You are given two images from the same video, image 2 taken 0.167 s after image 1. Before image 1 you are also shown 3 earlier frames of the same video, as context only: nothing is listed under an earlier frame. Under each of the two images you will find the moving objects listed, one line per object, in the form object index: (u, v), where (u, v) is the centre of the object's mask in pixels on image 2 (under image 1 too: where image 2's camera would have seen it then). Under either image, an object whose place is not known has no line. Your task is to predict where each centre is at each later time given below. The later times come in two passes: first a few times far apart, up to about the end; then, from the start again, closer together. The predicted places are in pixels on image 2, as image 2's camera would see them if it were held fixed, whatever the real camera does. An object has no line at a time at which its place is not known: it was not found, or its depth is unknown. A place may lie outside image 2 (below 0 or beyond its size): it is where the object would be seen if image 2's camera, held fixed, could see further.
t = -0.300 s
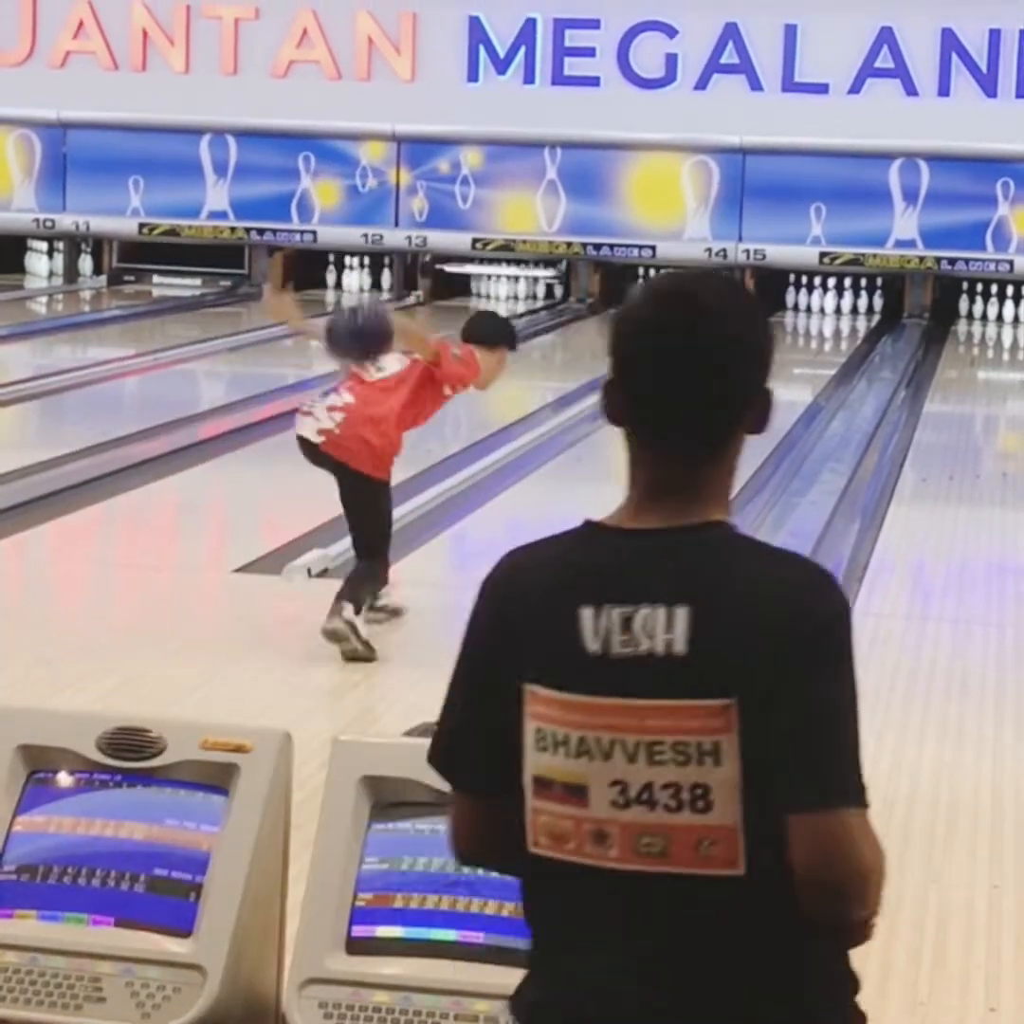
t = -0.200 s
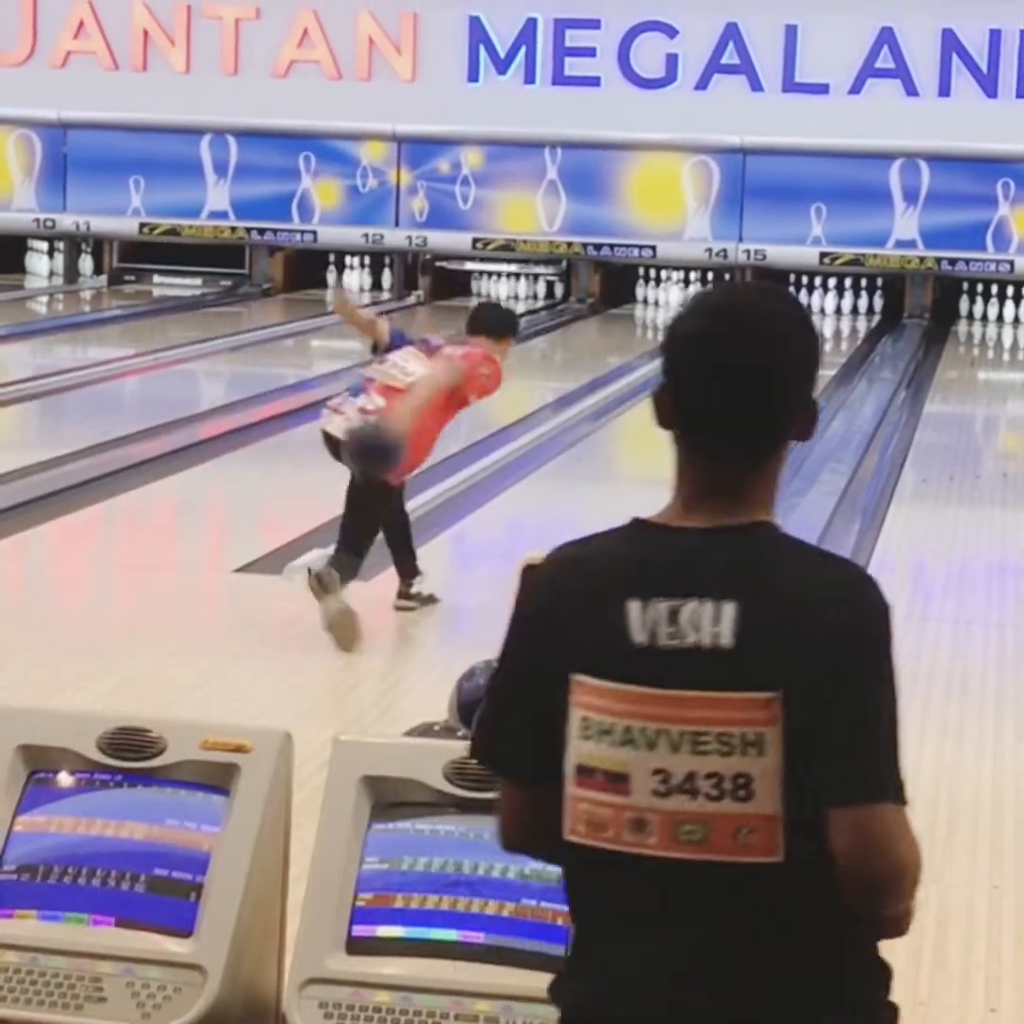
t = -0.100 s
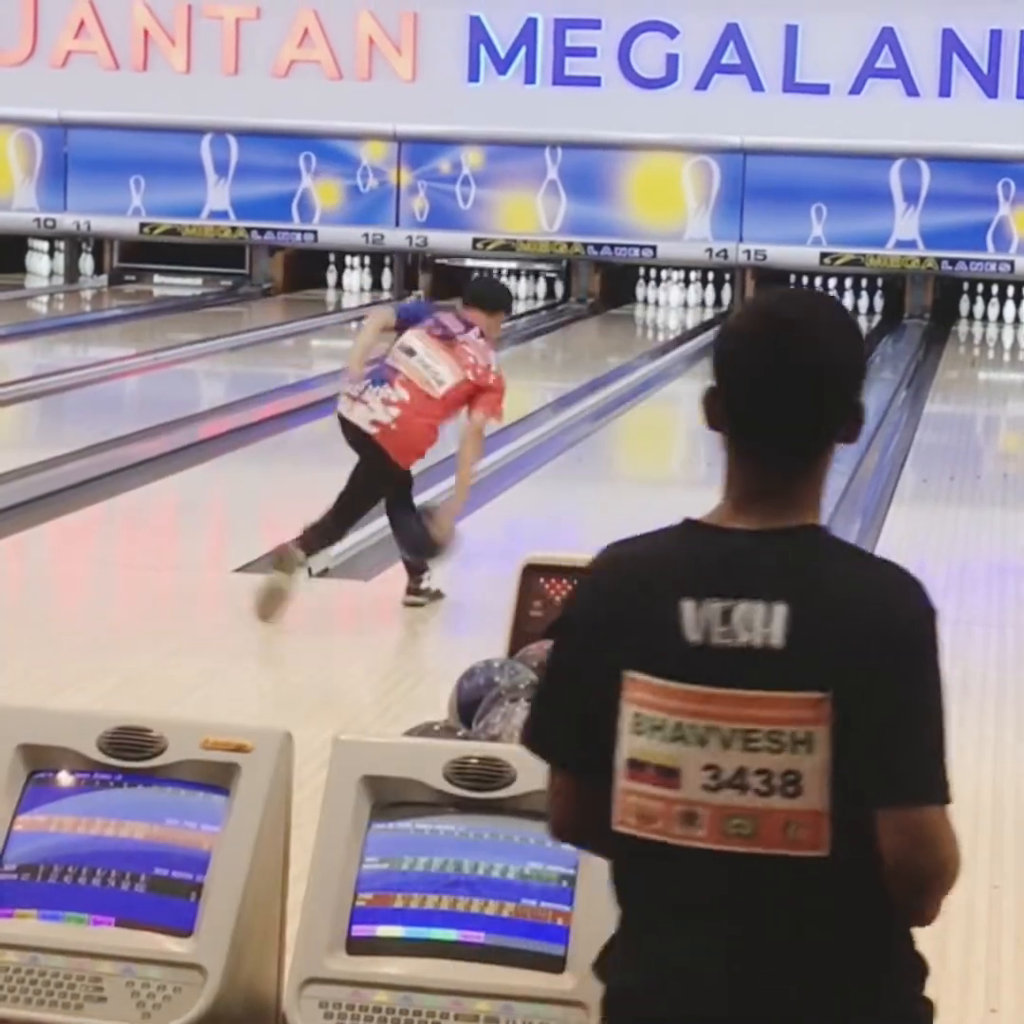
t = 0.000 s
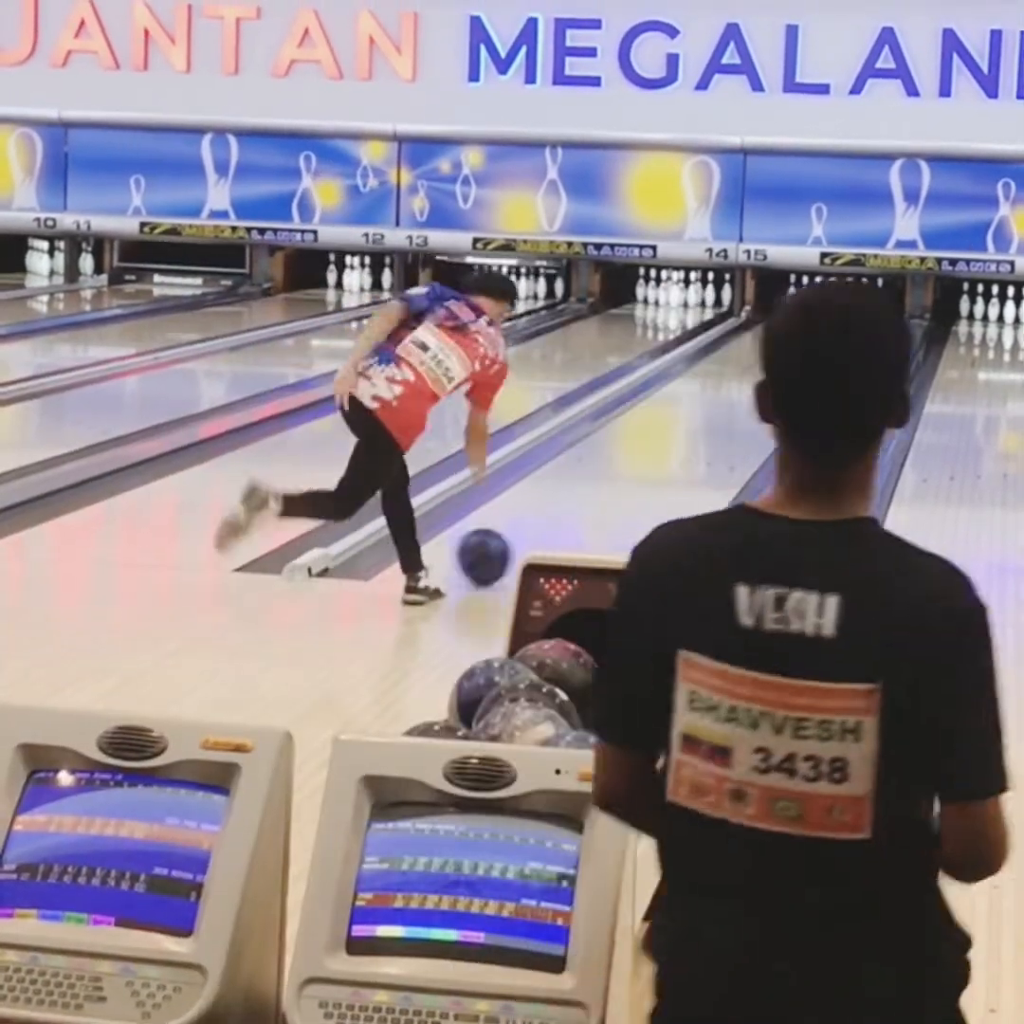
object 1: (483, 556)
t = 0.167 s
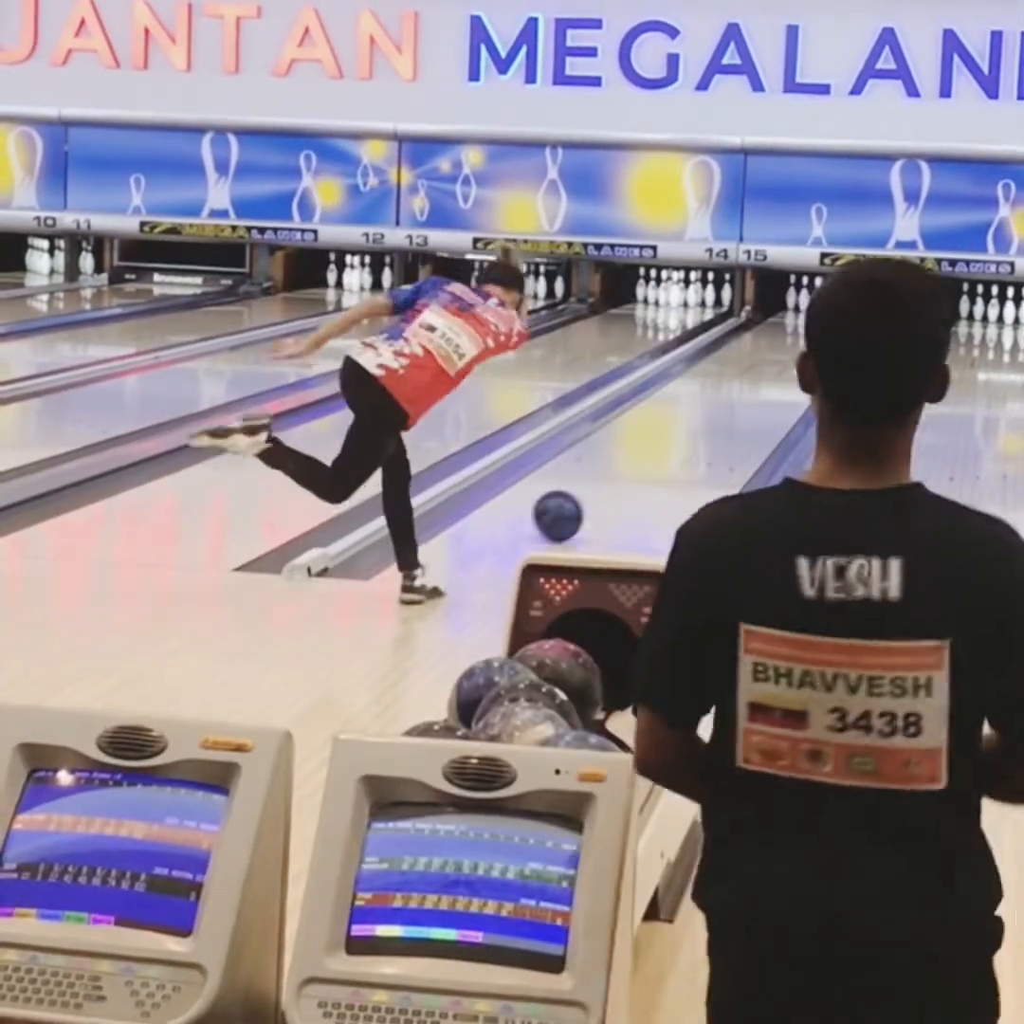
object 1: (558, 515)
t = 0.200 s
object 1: (571, 508)
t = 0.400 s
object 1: (638, 470)
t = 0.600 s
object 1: (689, 440)
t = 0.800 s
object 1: (729, 416)
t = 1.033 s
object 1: (765, 392)
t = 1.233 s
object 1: (787, 377)
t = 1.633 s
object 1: (825, 349)
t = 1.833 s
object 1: (836, 338)
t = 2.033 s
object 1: (842, 328)
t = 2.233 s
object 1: (843, 319)
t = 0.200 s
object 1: (571, 508)
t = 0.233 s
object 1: (583, 501)
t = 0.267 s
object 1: (595, 494)
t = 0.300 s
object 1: (607, 488)
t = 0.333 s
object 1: (617, 482)
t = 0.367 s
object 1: (627, 476)
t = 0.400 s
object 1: (638, 470)
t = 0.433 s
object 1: (647, 465)
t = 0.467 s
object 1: (656, 460)
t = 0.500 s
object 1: (665, 455)
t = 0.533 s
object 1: (673, 450)
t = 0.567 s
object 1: (681, 445)
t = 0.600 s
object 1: (689, 440)
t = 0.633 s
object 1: (696, 436)
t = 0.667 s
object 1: (703, 432)
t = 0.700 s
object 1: (710, 428)
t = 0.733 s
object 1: (717, 424)
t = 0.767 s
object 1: (723, 420)
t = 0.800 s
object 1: (729, 416)
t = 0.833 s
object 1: (734, 413)
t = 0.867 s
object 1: (740, 409)
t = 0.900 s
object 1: (746, 406)
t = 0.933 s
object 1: (751, 402)
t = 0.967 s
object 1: (756, 399)
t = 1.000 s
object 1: (760, 396)
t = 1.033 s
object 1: (765, 392)
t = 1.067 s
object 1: (769, 390)
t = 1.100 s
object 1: (774, 387)
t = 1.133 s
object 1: (778, 384)
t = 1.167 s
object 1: (782, 381)
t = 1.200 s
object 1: (785, 378)
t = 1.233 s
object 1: (787, 377)
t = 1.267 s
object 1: (788, 376)
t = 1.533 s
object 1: (818, 355)
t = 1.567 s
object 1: (819, 352)
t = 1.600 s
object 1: (822, 351)
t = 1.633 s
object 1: (825, 349)
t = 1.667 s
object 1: (827, 347)
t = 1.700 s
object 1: (829, 345)
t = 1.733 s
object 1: (831, 343)
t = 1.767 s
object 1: (833, 341)
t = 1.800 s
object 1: (834, 339)
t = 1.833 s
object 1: (836, 338)
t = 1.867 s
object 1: (838, 336)
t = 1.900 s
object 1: (839, 334)
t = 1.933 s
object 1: (840, 333)
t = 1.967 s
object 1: (841, 331)
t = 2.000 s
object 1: (842, 329)
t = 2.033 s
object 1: (842, 328)
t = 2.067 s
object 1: (843, 327)
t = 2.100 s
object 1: (843, 325)
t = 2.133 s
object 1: (843, 323)
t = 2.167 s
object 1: (843, 322)
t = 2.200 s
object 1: (844, 320)
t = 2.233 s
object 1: (843, 319)
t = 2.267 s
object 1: (843, 318)
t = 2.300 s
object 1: (842, 317)
